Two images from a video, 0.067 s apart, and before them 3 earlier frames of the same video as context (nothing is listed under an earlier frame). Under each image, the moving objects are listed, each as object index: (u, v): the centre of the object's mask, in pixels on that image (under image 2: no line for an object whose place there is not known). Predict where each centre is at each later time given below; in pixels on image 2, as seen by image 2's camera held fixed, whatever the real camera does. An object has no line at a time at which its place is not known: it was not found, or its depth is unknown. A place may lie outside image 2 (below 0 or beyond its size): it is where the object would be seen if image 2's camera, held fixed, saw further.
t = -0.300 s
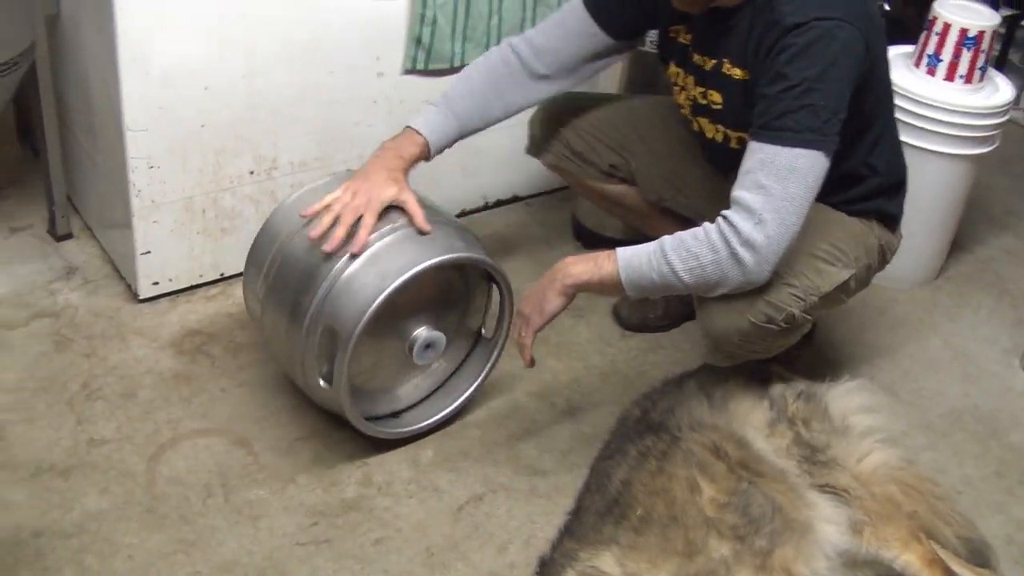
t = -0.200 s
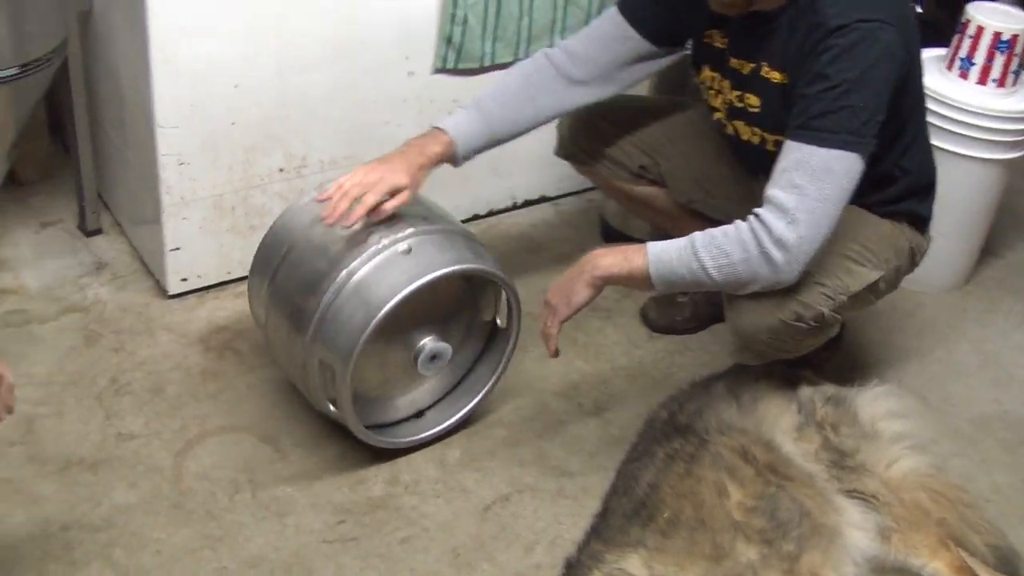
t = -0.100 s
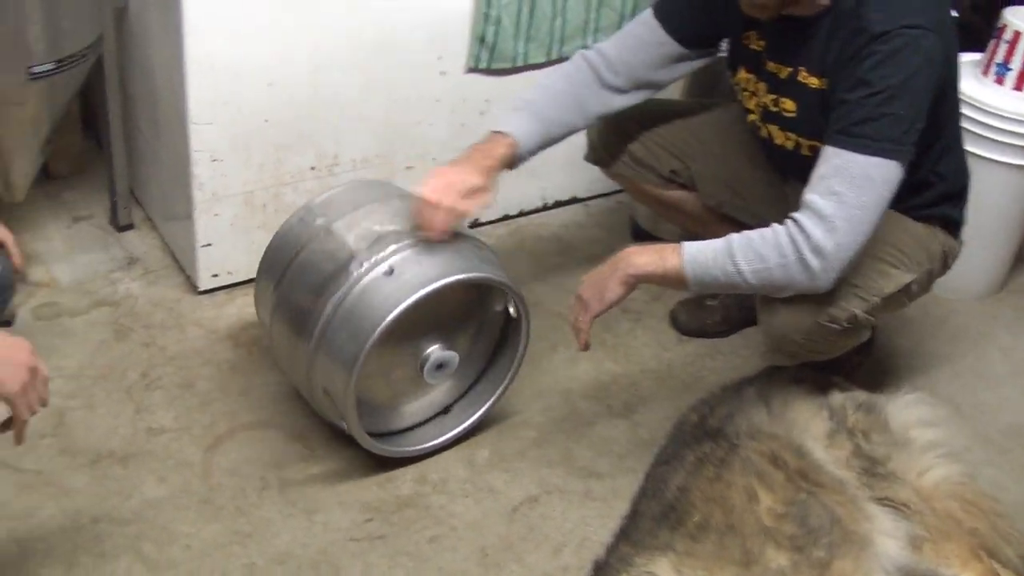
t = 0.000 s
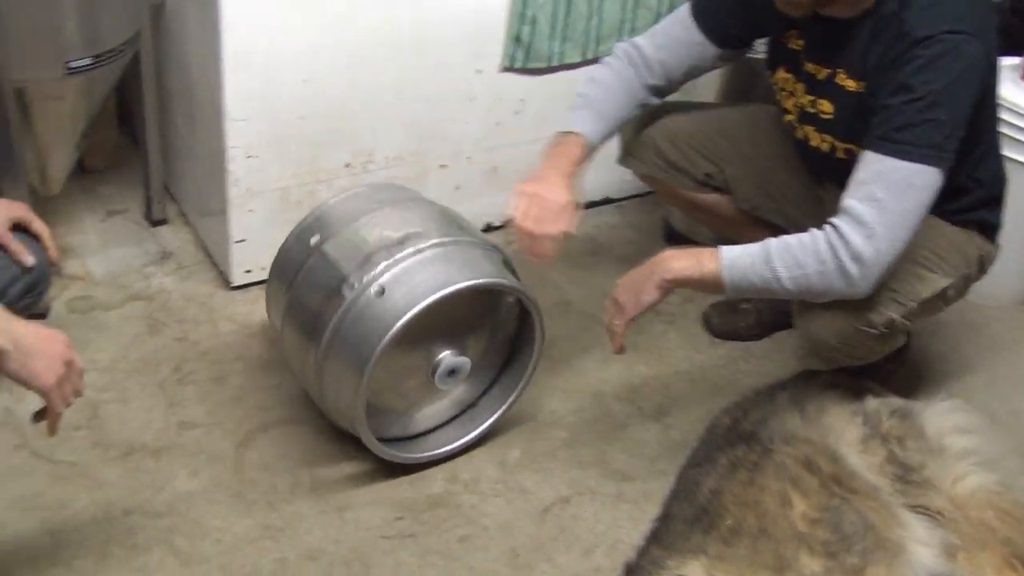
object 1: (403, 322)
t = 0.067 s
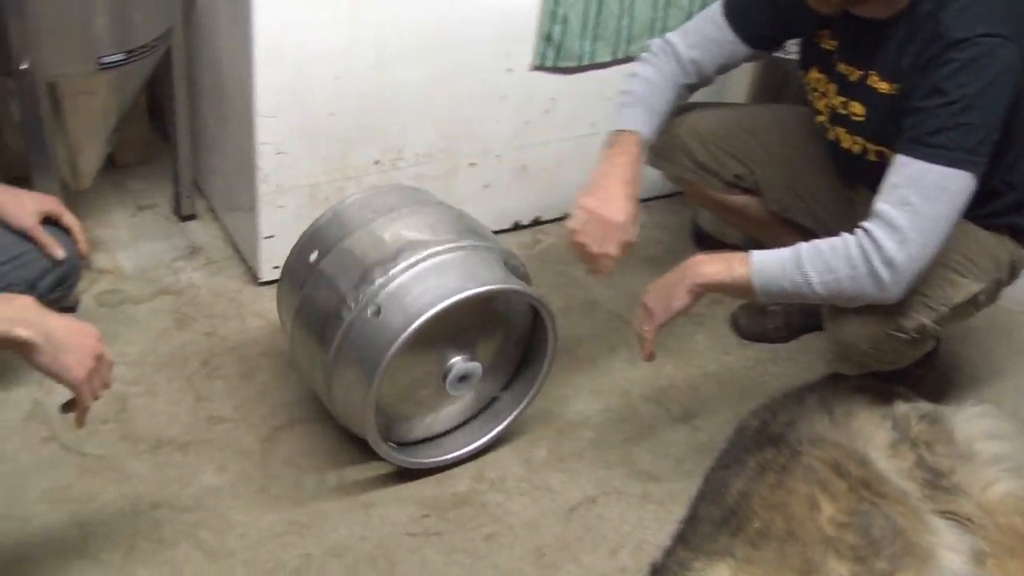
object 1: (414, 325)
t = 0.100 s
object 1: (405, 328)
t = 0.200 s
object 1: (379, 336)
